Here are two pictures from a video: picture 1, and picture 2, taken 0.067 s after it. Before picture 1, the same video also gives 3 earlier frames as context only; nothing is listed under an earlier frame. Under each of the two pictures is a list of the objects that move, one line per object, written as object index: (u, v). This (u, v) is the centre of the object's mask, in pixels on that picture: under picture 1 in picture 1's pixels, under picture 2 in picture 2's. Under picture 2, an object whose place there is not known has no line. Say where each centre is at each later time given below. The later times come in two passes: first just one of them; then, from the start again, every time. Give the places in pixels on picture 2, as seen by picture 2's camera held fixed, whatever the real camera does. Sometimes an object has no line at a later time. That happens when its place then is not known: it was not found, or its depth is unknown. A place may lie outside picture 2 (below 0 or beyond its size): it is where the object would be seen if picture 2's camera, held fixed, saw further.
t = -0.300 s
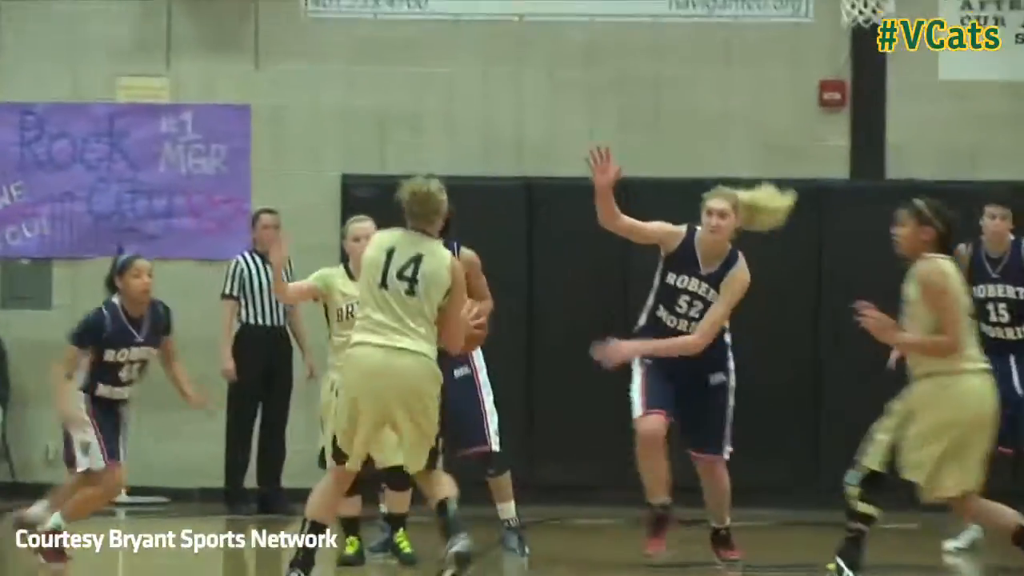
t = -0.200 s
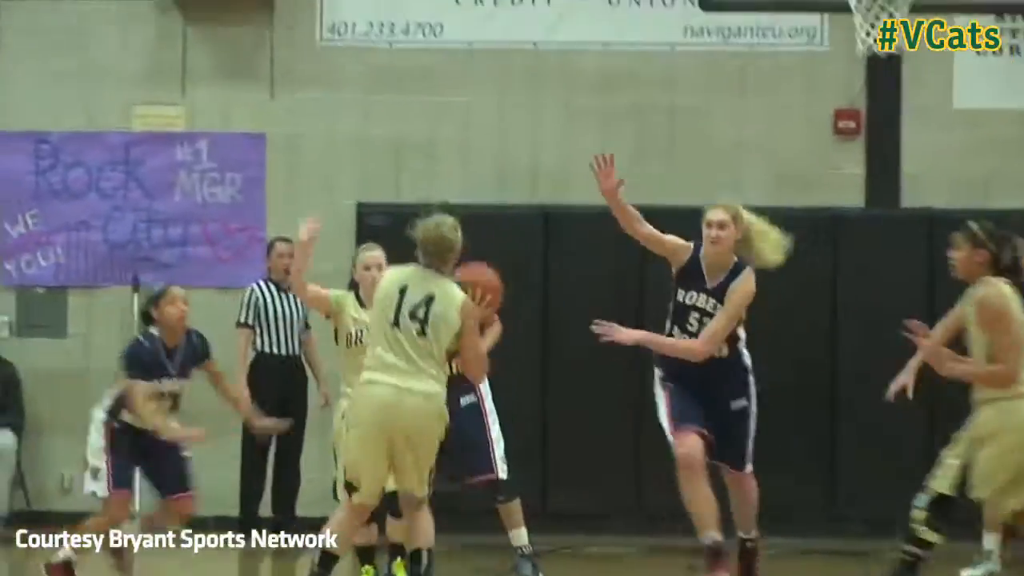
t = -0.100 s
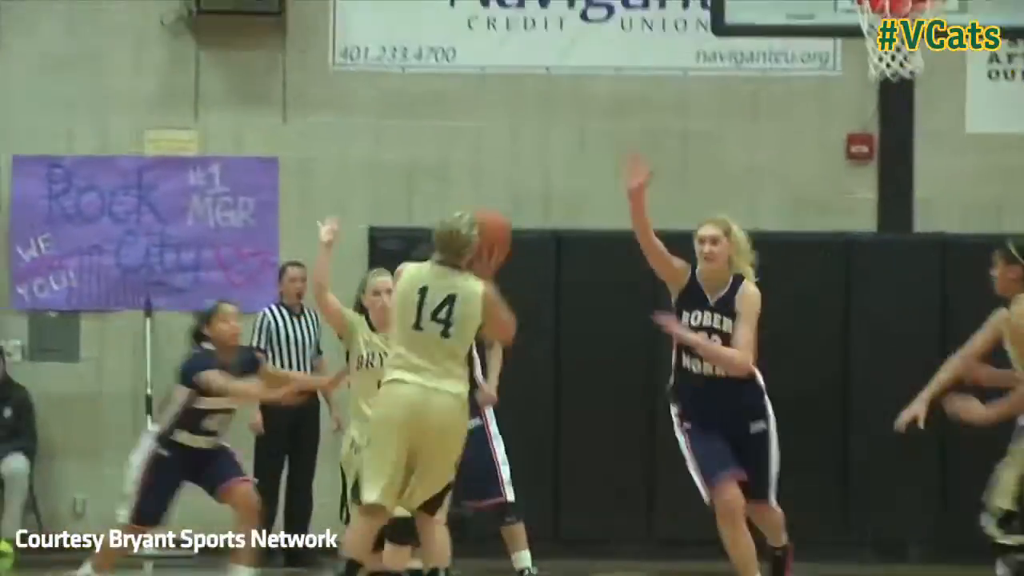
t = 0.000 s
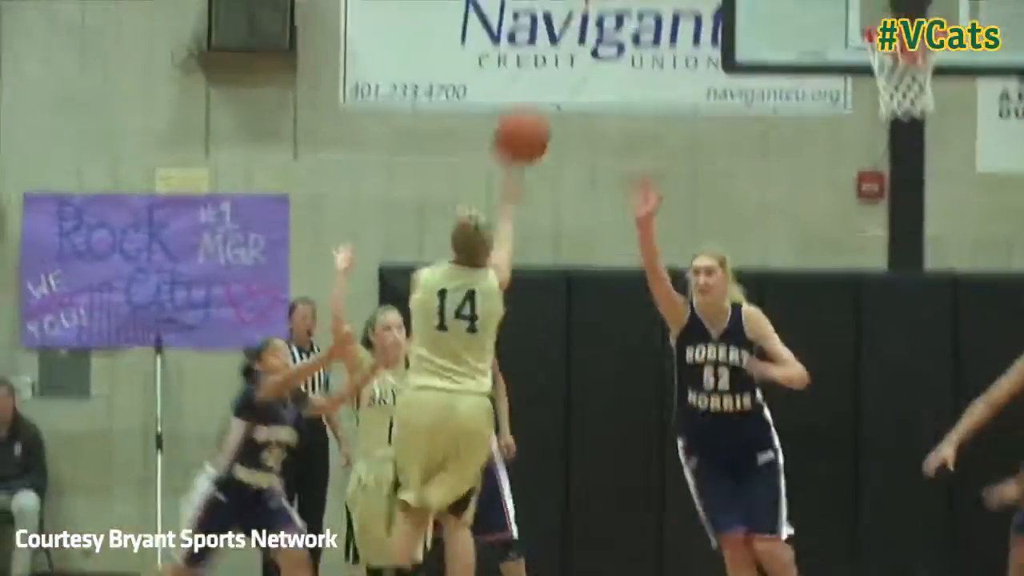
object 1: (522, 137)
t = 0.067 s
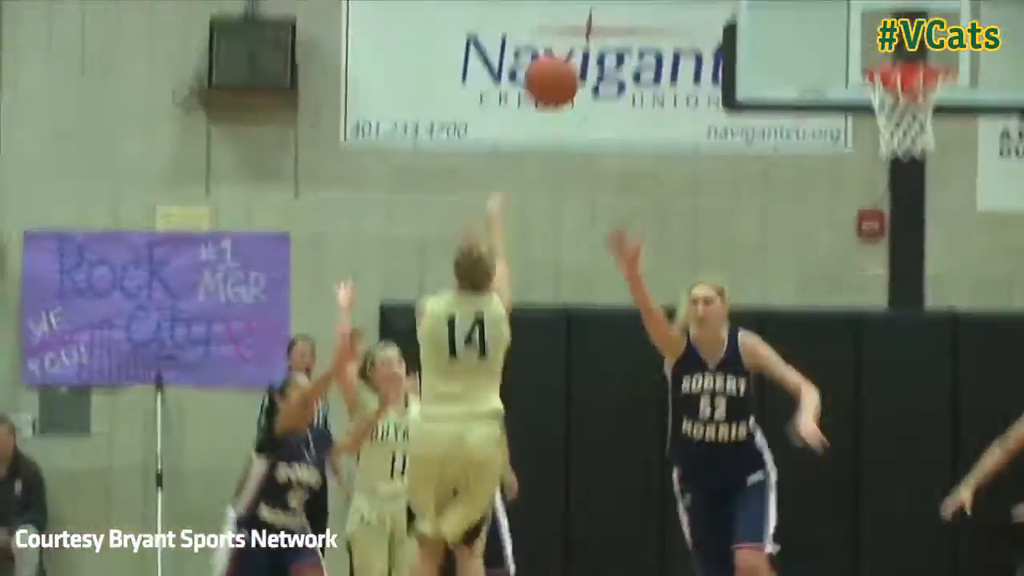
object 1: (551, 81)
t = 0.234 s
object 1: (622, -104)
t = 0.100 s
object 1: (566, 37)
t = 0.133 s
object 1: (580, -2)
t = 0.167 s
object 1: (594, -37)
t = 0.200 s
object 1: (609, -73)
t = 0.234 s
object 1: (622, -104)
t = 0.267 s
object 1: (636, -132)
